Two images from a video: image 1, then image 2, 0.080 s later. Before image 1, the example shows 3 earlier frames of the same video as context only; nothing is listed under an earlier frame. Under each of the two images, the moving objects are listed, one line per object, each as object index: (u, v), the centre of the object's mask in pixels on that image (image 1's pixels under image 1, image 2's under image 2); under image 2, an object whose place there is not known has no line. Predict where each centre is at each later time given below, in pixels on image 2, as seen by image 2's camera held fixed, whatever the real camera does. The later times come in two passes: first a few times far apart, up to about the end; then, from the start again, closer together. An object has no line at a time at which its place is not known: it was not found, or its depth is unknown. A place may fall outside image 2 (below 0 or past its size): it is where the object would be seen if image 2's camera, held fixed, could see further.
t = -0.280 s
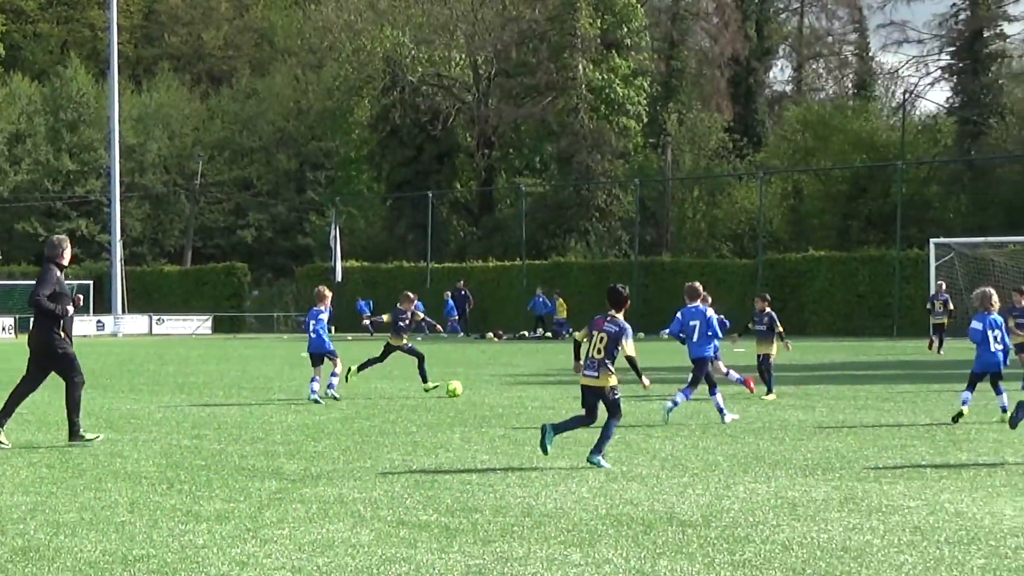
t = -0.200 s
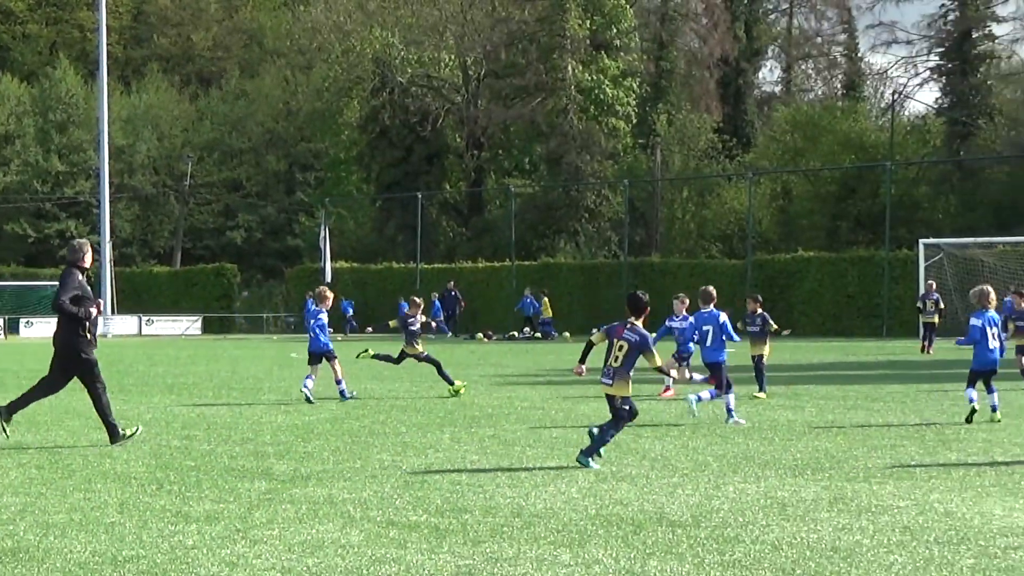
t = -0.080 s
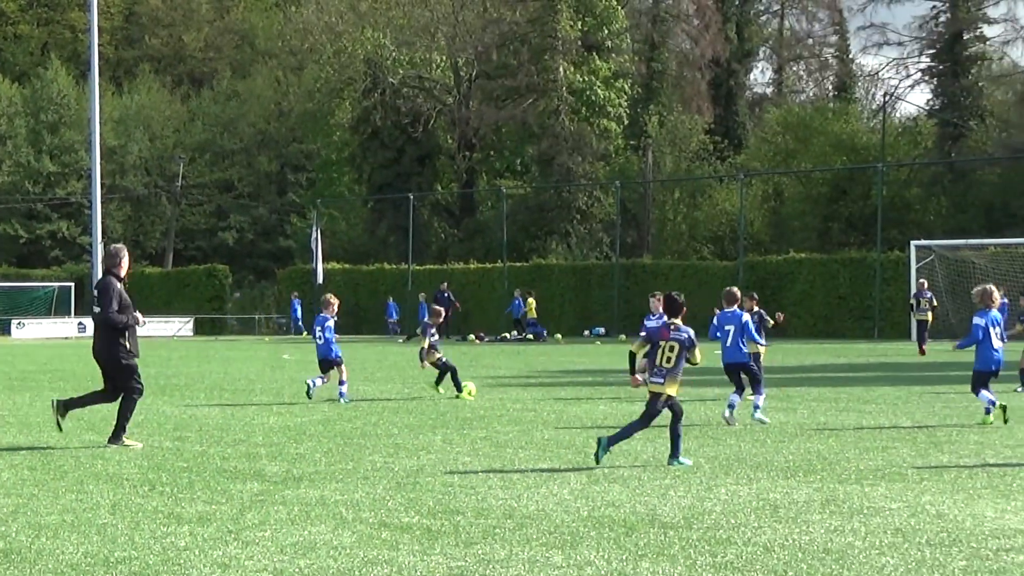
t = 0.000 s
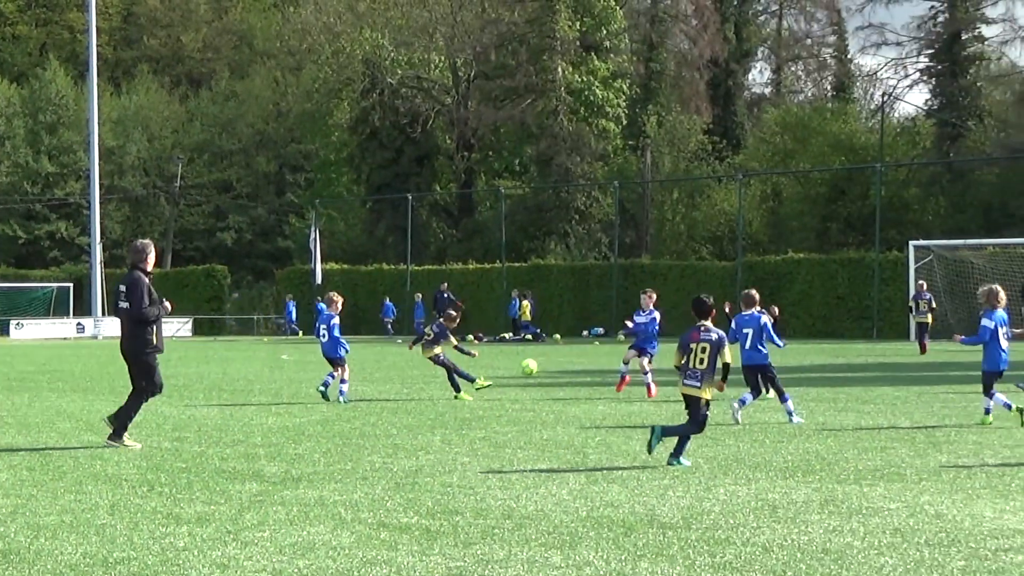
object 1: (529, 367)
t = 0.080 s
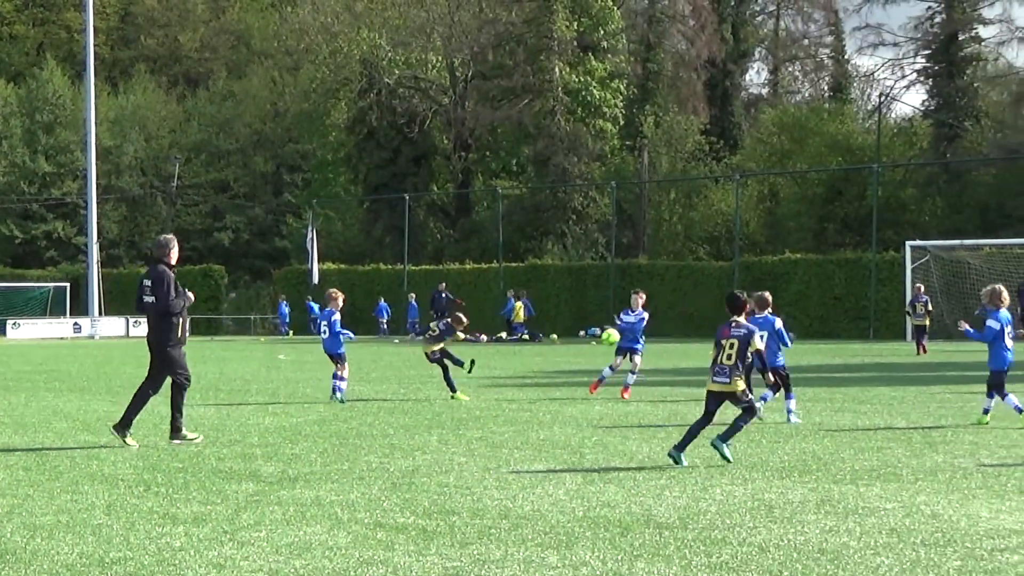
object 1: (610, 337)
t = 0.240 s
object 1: (788, 285)
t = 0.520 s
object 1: (1132, 229)
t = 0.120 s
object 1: (653, 323)
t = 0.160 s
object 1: (696, 311)
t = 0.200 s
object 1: (741, 299)
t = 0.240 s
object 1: (788, 285)
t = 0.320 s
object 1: (877, 268)
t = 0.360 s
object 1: (925, 260)
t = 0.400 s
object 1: (975, 247)
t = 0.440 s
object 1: (1026, 240)
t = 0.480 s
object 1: (1078, 234)
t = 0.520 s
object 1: (1132, 229)
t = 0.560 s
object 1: (1187, 227)
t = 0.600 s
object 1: (1244, 227)
